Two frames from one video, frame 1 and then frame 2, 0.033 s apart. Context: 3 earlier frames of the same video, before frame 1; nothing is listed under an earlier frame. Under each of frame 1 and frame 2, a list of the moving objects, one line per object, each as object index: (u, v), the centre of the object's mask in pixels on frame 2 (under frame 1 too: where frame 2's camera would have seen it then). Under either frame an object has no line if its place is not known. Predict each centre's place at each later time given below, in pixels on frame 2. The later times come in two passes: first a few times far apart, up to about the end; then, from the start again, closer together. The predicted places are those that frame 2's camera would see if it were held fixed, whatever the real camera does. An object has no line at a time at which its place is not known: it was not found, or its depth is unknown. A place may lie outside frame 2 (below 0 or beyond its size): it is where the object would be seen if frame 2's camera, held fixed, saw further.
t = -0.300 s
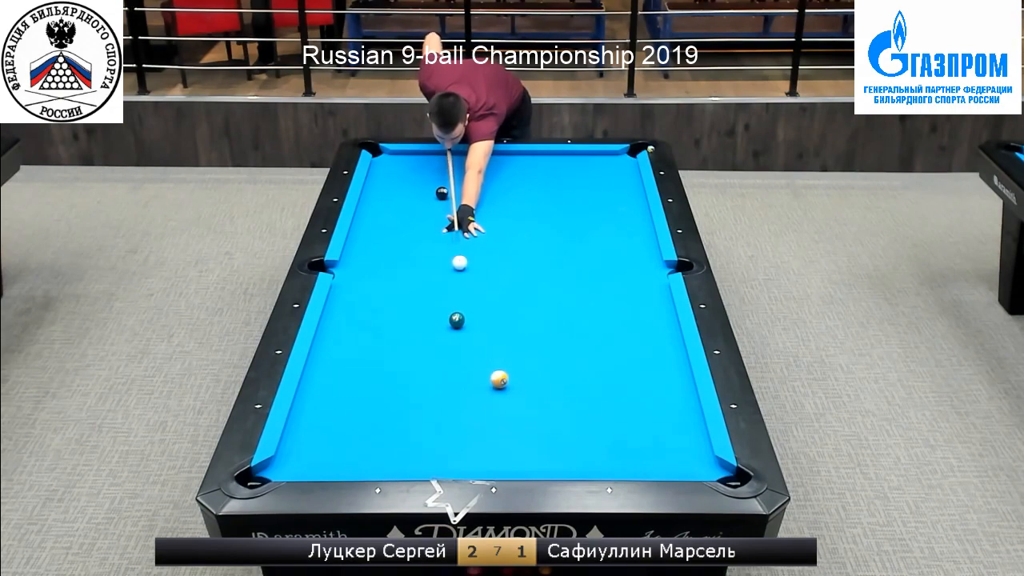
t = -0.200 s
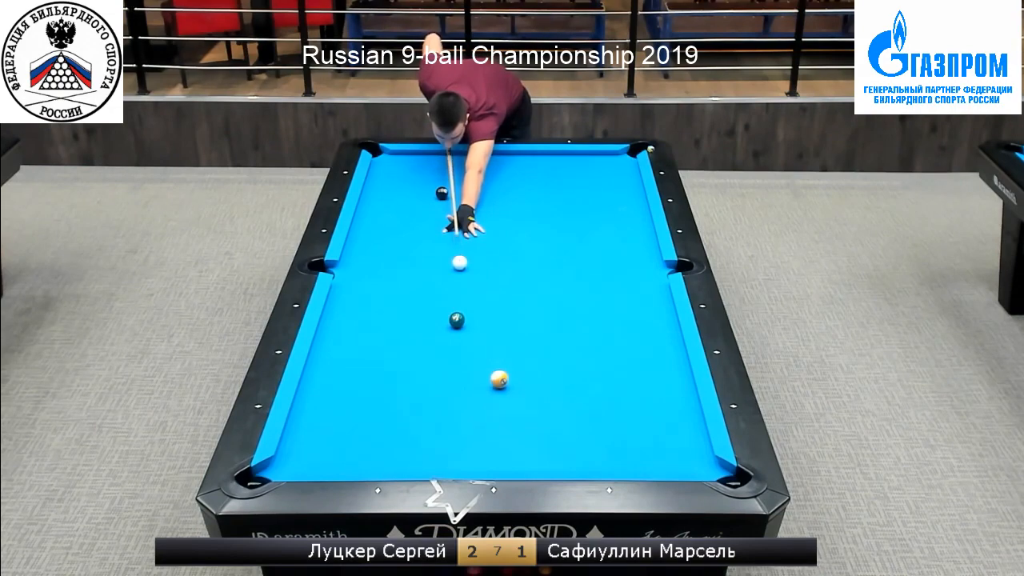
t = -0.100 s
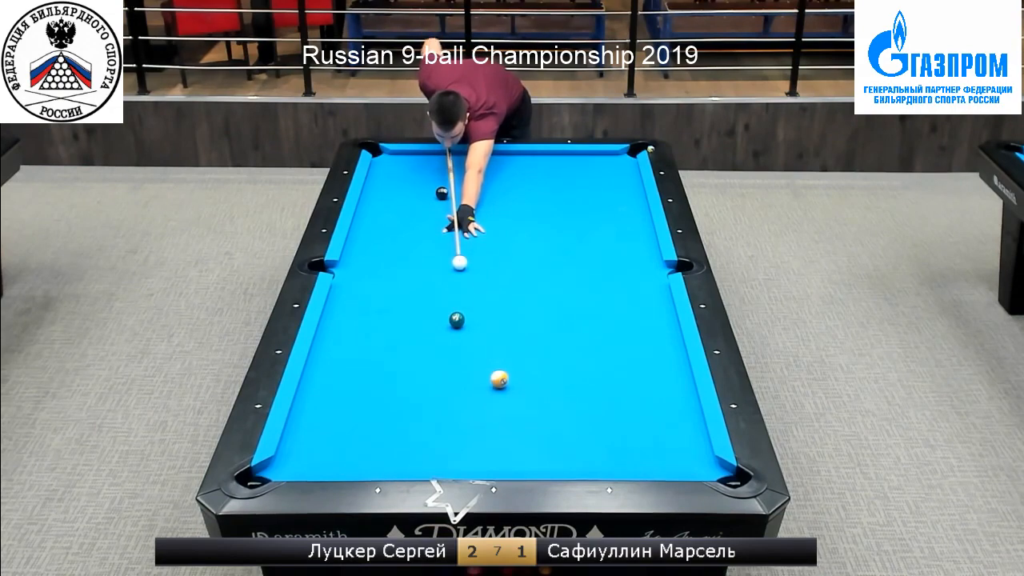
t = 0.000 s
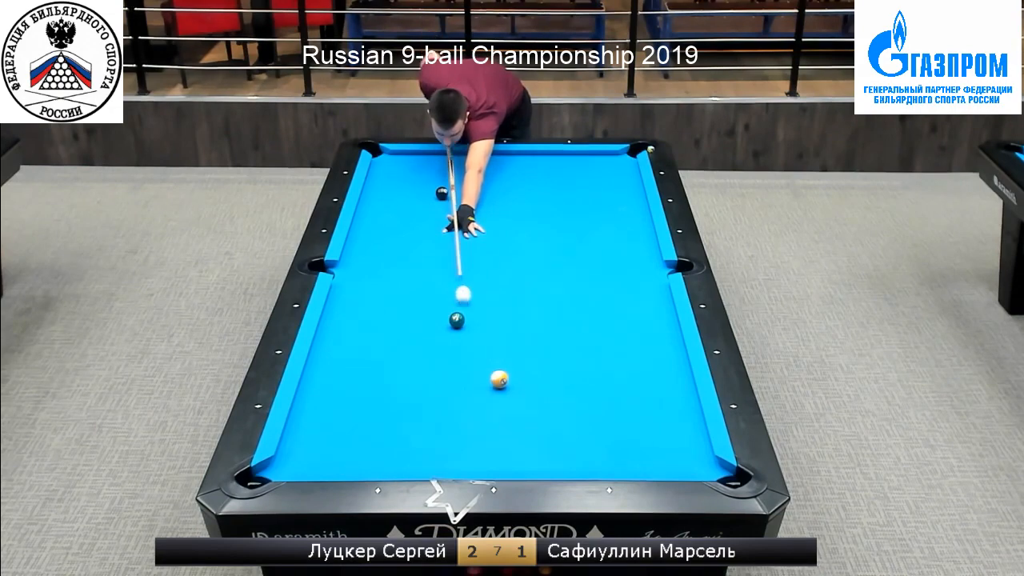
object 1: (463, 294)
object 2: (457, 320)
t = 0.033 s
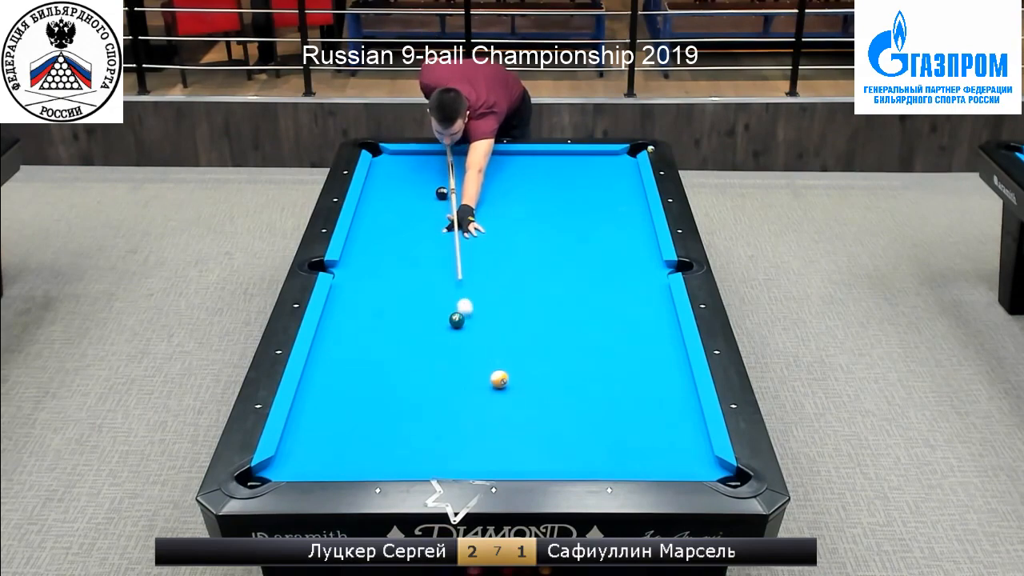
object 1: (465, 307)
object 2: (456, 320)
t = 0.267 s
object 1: (536, 341)
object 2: (387, 383)
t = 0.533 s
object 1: (619, 382)
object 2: (307, 454)
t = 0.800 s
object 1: (688, 425)
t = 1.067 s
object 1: (648, 459)
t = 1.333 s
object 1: (604, 451)
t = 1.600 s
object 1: (563, 431)
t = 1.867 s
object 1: (526, 413)
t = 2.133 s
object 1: (492, 397)
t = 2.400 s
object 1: (461, 382)
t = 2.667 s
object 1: (432, 368)
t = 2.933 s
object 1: (406, 356)
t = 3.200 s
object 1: (382, 345)
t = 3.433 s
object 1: (363, 336)
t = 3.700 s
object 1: (343, 327)
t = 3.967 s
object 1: (328, 319)
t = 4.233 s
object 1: (341, 313)
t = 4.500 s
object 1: (352, 308)
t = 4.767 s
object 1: (361, 304)
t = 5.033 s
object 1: (368, 301)
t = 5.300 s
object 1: (375, 298)
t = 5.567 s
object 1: (380, 296)
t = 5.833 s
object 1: (383, 295)
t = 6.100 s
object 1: (385, 294)
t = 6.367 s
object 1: (386, 293)
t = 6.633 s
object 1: (386, 293)
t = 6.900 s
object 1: (386, 293)
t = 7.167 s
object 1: (387, 293)
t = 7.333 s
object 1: (390, 292)
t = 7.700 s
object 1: (386, 293)
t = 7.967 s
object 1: (386, 293)
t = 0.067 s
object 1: (473, 315)
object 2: (449, 327)
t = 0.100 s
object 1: (484, 319)
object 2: (438, 336)
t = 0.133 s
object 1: (495, 322)
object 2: (428, 346)
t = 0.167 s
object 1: (506, 327)
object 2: (418, 355)
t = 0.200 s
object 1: (516, 331)
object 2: (407, 364)
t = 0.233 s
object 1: (526, 336)
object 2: (397, 374)
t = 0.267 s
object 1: (536, 341)
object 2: (387, 383)
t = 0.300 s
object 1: (546, 346)
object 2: (377, 392)
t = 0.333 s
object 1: (556, 351)
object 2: (367, 400)
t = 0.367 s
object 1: (566, 355)
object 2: (358, 409)
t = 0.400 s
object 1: (576, 361)
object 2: (348, 418)
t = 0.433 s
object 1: (587, 366)
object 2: (338, 427)
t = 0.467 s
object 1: (598, 371)
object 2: (328, 436)
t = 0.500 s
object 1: (608, 376)
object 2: (317, 445)
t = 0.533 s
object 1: (619, 382)
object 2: (307, 454)
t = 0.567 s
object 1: (630, 387)
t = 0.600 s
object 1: (641, 393)
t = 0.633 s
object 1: (653, 398)
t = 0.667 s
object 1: (664, 404)
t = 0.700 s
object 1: (676, 409)
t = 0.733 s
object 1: (688, 415)
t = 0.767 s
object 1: (695, 421)
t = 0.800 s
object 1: (688, 425)
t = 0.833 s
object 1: (681, 429)
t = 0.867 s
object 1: (676, 433)
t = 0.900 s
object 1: (671, 437)
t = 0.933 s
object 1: (666, 442)
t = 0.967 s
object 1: (662, 446)
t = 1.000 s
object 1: (657, 450)
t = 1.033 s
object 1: (652, 455)
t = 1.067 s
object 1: (648, 459)
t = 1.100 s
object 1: (643, 461)
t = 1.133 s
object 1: (638, 465)
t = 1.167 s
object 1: (632, 462)
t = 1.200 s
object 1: (627, 459)
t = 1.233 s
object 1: (621, 458)
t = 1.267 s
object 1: (616, 456)
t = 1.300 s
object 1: (609, 453)
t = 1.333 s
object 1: (604, 451)
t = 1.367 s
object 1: (599, 448)
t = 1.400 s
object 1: (594, 446)
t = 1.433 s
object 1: (588, 443)
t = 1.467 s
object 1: (583, 441)
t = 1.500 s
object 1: (578, 438)
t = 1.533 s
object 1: (573, 436)
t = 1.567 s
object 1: (568, 433)
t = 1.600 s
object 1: (563, 431)
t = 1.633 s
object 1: (558, 429)
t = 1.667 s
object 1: (553, 426)
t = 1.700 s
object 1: (548, 424)
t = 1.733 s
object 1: (544, 422)
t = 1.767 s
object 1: (539, 419)
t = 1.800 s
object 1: (534, 417)
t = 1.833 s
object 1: (530, 415)
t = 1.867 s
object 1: (526, 413)
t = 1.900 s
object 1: (521, 411)
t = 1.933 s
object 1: (517, 409)
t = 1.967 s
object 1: (513, 407)
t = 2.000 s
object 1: (508, 404)
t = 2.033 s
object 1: (504, 403)
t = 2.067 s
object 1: (500, 400)
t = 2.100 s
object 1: (496, 399)
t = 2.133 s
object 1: (492, 397)
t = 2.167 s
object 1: (488, 395)
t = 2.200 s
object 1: (483, 393)
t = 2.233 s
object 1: (480, 391)
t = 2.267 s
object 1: (476, 389)
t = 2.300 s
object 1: (472, 387)
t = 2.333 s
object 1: (468, 385)
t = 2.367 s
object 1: (464, 383)
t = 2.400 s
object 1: (461, 382)
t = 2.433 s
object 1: (457, 380)
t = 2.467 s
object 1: (454, 378)
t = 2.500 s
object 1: (450, 377)
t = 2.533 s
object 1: (446, 375)
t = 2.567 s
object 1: (443, 373)
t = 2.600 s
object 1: (439, 371)
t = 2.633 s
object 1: (436, 370)
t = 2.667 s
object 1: (432, 368)
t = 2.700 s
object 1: (429, 367)
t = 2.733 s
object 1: (426, 365)
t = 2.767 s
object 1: (422, 364)
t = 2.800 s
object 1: (419, 362)
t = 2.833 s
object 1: (416, 361)
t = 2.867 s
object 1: (413, 359)
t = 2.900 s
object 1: (409, 358)
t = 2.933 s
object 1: (406, 356)
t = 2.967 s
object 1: (403, 355)
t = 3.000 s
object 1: (400, 353)
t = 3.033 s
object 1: (397, 352)
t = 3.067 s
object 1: (394, 350)
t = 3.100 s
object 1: (391, 349)
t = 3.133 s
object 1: (388, 348)
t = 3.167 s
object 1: (385, 346)
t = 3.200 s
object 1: (382, 345)
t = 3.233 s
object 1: (379, 344)
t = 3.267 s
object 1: (377, 342)
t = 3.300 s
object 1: (374, 341)
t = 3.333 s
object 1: (371, 340)
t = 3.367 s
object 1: (368, 338)
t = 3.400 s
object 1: (366, 337)
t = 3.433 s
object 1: (363, 336)
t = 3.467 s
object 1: (360, 335)
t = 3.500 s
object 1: (358, 334)
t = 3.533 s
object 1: (355, 332)
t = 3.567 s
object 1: (353, 331)
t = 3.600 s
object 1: (350, 330)
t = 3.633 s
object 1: (348, 329)
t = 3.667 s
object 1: (345, 328)
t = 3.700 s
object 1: (343, 327)
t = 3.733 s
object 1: (340, 326)
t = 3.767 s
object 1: (338, 324)
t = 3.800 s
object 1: (336, 323)
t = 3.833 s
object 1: (334, 322)
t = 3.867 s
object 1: (331, 321)
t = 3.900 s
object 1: (329, 320)
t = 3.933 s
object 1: (327, 319)
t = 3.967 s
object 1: (328, 319)
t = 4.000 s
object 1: (330, 318)
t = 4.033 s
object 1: (332, 317)
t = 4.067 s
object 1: (333, 316)
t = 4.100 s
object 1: (335, 316)
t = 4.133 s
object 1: (336, 315)
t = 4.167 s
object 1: (338, 314)
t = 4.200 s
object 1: (339, 314)
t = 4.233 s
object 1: (341, 313)
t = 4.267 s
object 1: (342, 312)
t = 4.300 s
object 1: (344, 312)
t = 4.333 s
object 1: (345, 311)
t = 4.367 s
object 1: (346, 310)
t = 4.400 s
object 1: (348, 310)
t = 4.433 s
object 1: (349, 310)
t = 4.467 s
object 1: (351, 309)
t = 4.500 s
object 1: (352, 308)
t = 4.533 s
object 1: (353, 308)
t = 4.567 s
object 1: (354, 307)
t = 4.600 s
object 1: (356, 307)
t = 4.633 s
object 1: (356, 306)
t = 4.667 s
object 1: (358, 306)
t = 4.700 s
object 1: (359, 305)
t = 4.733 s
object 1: (360, 305)
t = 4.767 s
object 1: (361, 304)
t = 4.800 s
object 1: (362, 304)
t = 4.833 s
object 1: (363, 303)
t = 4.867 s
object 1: (364, 303)
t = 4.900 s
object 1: (365, 303)
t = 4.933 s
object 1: (366, 302)
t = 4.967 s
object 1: (367, 302)
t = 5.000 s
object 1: (367, 302)
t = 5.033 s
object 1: (368, 301)
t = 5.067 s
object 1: (369, 301)
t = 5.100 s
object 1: (370, 301)
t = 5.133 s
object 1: (371, 300)
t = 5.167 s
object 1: (372, 300)
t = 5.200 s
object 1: (372, 299)
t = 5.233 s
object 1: (373, 299)
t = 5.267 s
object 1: (374, 298)
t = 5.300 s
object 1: (375, 298)
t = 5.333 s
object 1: (376, 298)
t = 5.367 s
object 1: (376, 298)
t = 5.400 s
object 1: (377, 298)
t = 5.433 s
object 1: (378, 297)
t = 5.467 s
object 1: (378, 297)
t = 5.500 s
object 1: (379, 297)
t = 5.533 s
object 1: (379, 296)
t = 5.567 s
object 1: (380, 296)
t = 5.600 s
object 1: (380, 296)
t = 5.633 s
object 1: (381, 296)
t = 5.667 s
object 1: (381, 296)
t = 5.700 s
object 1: (382, 295)
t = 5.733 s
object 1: (382, 295)
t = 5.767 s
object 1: (382, 295)
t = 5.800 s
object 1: (383, 295)
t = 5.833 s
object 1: (383, 295)
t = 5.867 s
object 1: (383, 295)
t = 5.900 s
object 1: (384, 294)
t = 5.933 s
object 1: (384, 294)
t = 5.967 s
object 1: (384, 294)
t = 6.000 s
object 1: (384, 294)
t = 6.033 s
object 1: (385, 294)
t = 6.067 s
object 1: (385, 294)
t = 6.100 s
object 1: (385, 294)
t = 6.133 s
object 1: (385, 293)
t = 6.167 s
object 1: (385, 293)
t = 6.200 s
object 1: (385, 293)
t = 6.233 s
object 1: (385, 293)
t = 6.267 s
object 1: (385, 293)
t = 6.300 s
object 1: (386, 293)
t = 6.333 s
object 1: (386, 293)
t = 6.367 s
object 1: (386, 293)
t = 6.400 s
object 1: (386, 293)
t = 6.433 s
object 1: (386, 293)
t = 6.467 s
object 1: (386, 293)
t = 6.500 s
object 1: (386, 293)
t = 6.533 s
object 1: (386, 293)
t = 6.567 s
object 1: (386, 293)
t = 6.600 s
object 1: (386, 293)
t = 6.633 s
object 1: (386, 293)
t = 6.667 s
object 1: (386, 293)
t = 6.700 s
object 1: (386, 293)
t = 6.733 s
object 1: (386, 293)
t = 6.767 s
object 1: (386, 293)
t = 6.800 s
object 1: (386, 293)
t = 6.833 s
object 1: (386, 293)
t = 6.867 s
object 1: (386, 293)
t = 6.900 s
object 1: (386, 293)
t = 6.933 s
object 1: (386, 293)
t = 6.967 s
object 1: (386, 293)
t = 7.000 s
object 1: (386, 293)
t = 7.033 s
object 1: (386, 293)
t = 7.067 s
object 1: (386, 293)
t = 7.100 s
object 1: (386, 293)
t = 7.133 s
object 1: (387, 293)
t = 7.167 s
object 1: (387, 293)
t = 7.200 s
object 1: (384, 293)
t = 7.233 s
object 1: (386, 293)
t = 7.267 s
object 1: (386, 293)
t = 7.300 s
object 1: (386, 293)
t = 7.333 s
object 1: (390, 292)
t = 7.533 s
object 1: (383, 294)
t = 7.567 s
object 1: (386, 293)
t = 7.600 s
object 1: (386, 293)
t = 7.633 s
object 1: (386, 293)
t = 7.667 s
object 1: (386, 293)
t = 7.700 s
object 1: (386, 293)
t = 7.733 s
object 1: (386, 293)
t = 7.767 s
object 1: (386, 293)
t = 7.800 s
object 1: (386, 293)
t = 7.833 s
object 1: (386, 293)
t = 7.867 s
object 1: (386, 293)
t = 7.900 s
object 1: (386, 293)
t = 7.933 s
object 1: (386, 293)
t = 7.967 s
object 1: (386, 293)
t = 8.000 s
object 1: (386, 293)
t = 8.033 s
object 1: (386, 293)
